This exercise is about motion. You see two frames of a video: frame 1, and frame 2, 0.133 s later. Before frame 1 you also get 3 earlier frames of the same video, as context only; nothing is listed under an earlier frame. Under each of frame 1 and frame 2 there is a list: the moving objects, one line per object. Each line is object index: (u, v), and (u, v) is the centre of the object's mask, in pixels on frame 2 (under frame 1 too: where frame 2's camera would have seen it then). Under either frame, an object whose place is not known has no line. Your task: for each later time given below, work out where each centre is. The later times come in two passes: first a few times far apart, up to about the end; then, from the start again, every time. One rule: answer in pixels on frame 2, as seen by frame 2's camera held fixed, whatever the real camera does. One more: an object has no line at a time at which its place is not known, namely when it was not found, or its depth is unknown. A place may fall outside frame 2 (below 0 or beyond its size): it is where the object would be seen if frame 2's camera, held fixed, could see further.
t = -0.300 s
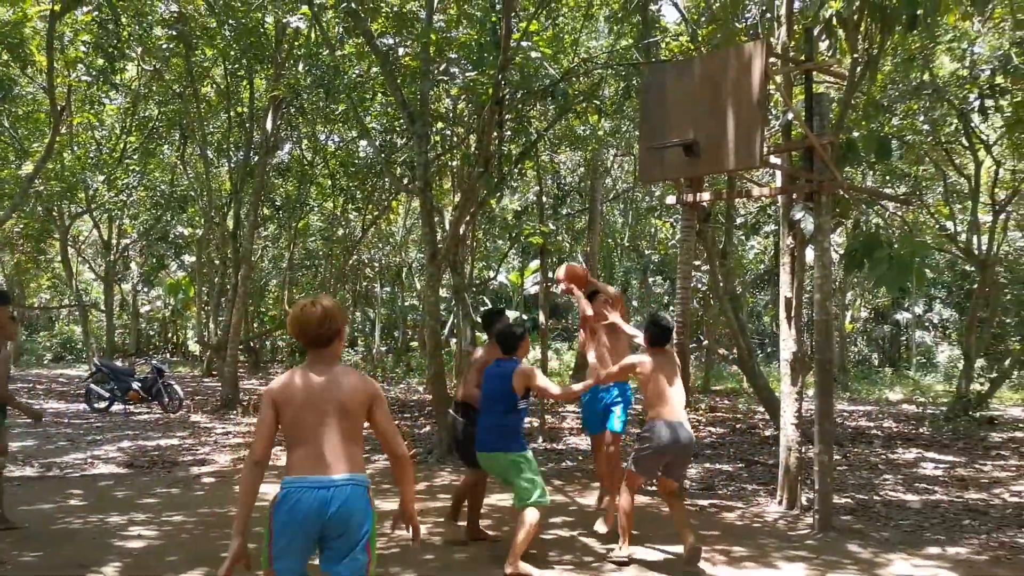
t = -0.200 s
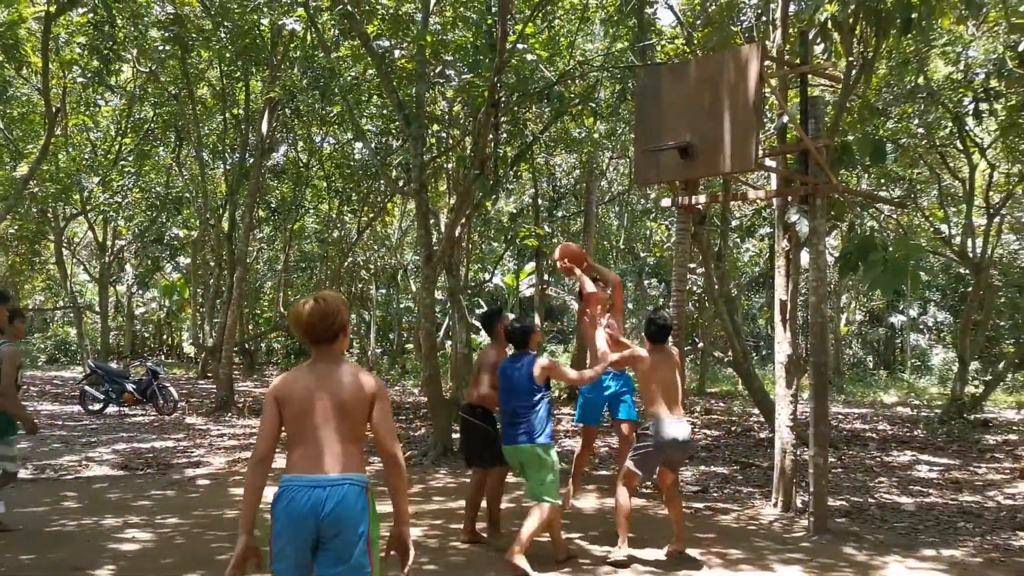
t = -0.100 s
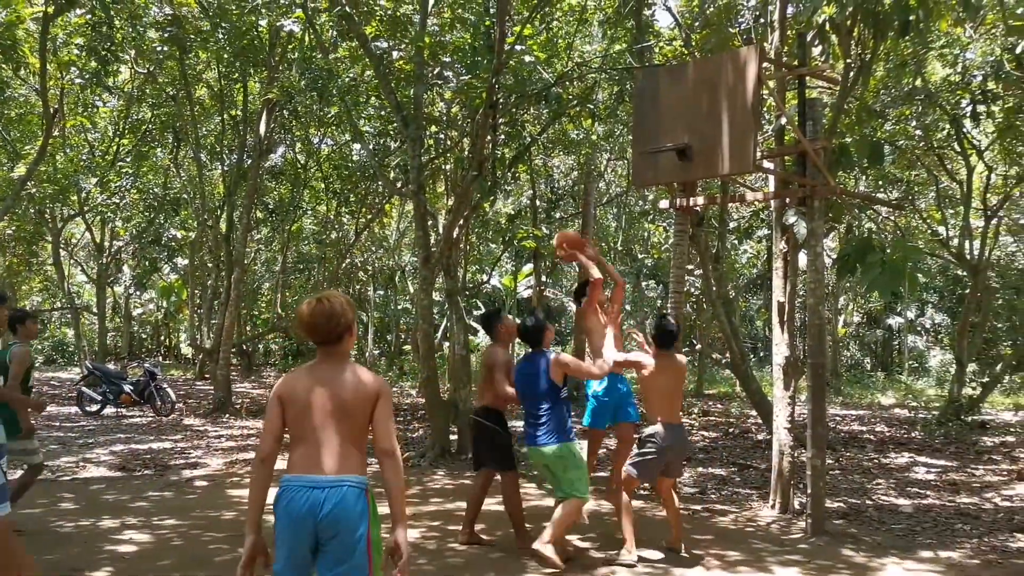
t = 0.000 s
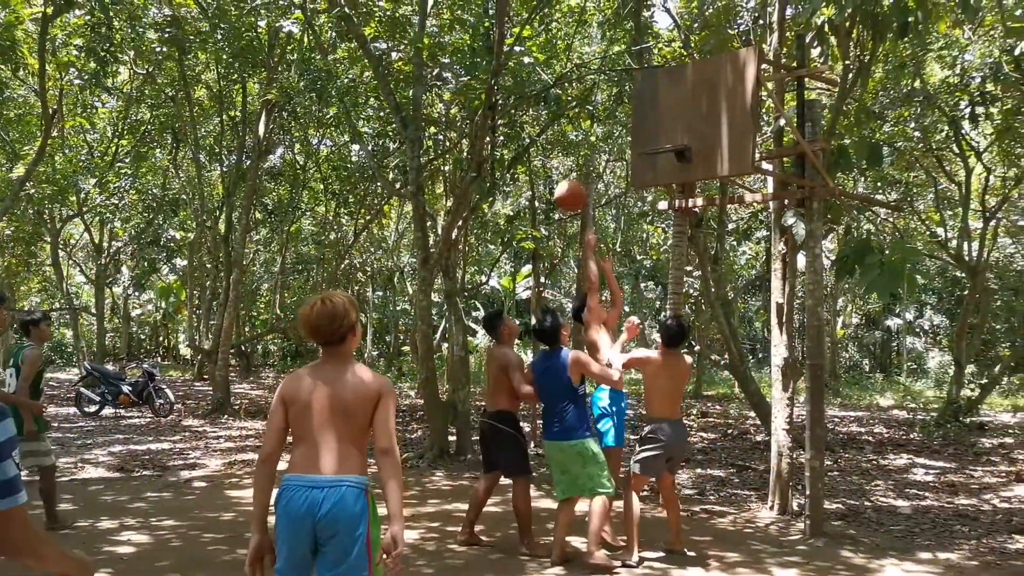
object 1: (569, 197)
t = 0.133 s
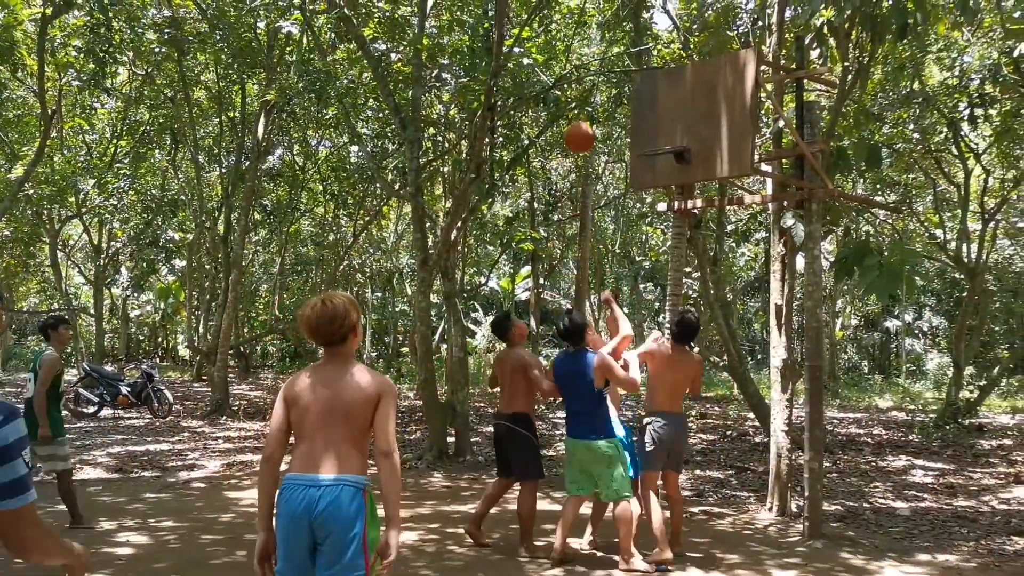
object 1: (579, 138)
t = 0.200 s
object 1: (584, 115)
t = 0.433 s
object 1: (597, 88)
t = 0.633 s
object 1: (609, 115)
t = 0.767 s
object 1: (615, 162)
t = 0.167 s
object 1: (583, 125)
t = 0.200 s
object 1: (584, 115)
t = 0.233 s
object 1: (586, 108)
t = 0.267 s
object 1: (588, 101)
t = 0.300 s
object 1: (590, 96)
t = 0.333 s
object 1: (591, 92)
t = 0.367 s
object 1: (593, 89)
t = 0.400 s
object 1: (594, 89)
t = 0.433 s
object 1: (597, 88)
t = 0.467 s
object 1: (599, 88)
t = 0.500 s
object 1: (601, 91)
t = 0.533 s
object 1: (603, 95)
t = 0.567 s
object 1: (605, 101)
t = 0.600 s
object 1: (607, 107)
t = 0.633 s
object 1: (609, 115)
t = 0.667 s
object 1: (610, 125)
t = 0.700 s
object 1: (611, 136)
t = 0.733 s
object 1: (613, 148)
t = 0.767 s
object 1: (615, 162)
